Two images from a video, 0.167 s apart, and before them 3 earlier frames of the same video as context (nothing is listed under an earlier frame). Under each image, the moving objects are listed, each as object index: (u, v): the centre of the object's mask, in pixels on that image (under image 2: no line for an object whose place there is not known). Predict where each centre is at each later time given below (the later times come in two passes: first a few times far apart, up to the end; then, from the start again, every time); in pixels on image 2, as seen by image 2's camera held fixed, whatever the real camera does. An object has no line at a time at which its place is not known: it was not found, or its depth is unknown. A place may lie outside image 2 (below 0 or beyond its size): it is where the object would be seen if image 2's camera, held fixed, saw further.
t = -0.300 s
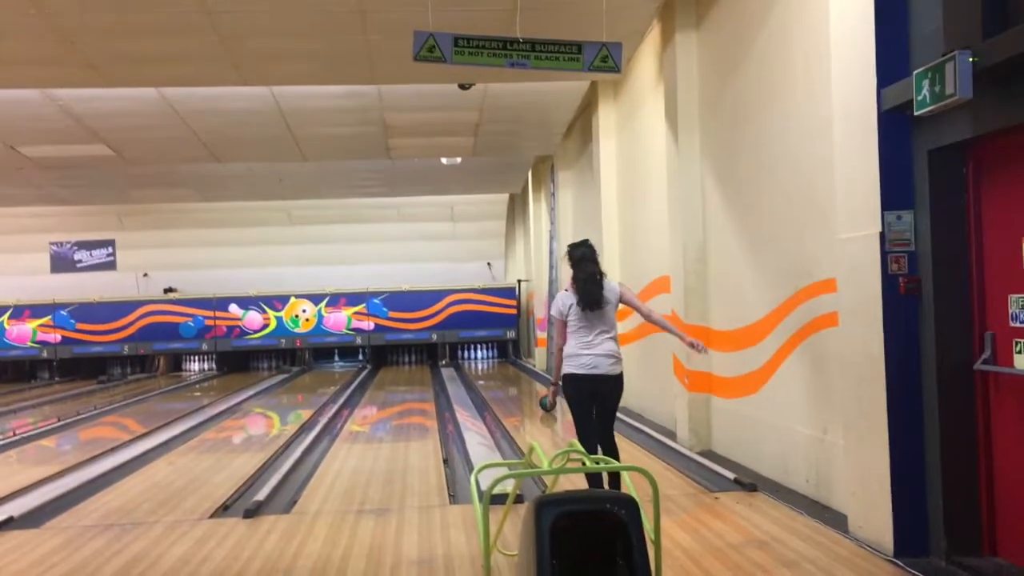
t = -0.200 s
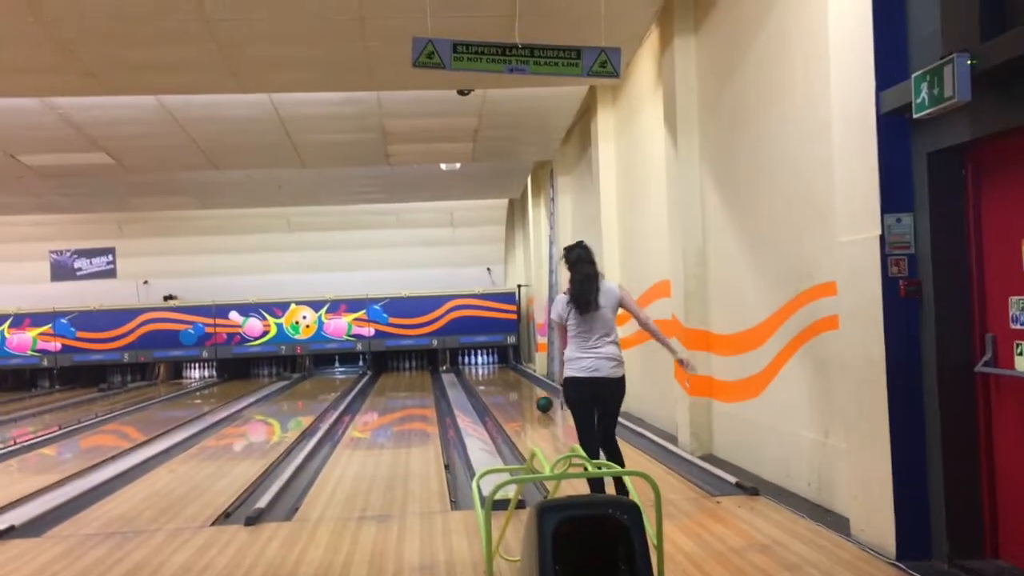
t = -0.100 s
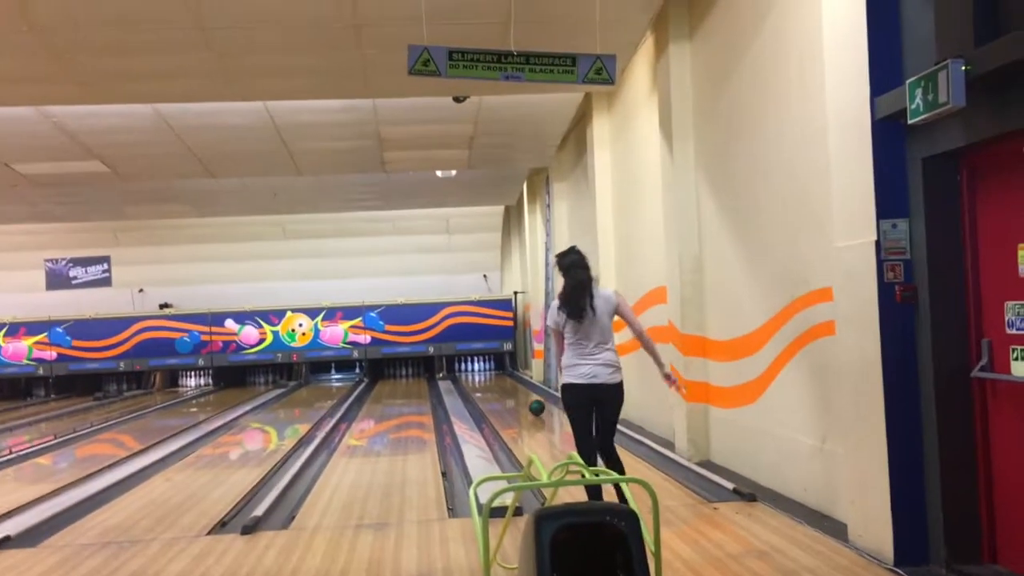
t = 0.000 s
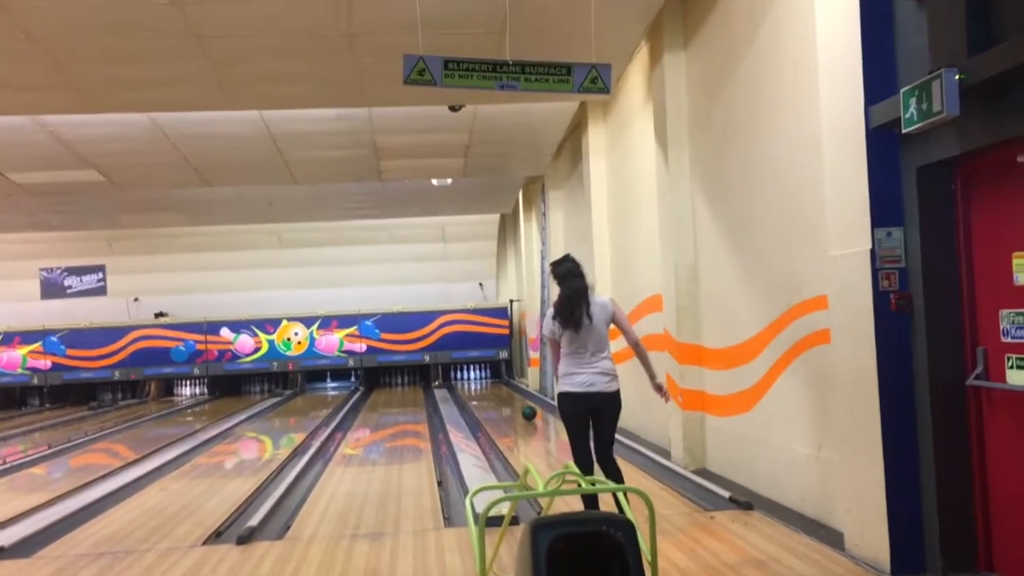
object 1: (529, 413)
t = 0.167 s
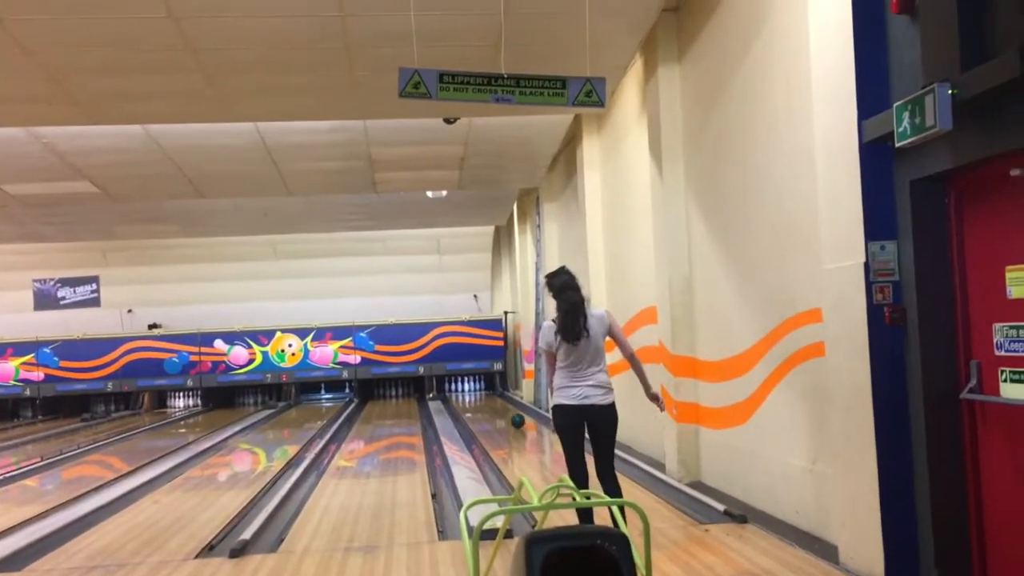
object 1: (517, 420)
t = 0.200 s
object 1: (515, 418)
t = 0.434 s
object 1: (509, 414)
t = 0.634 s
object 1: (504, 411)
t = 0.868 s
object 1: (498, 407)
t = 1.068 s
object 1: (493, 405)
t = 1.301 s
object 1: (488, 401)
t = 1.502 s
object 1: (484, 400)
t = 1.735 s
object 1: (479, 397)
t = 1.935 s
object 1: (477, 396)
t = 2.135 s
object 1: (473, 393)
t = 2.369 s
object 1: (470, 391)
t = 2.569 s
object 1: (467, 390)
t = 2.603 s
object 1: (466, 390)
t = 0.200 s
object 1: (515, 418)
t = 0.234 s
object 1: (514, 417)
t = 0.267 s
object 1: (514, 417)
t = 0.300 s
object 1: (513, 416)
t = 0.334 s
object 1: (512, 416)
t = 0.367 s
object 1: (511, 415)
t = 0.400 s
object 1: (509, 414)
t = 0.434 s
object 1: (509, 414)
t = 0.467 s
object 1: (508, 413)
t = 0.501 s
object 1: (507, 413)
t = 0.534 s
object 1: (506, 412)
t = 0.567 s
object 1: (505, 412)
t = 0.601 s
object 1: (504, 411)
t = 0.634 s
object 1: (504, 411)
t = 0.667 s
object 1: (503, 410)
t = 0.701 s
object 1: (502, 409)
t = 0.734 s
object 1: (500, 409)
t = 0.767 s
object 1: (500, 409)
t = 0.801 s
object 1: (499, 408)
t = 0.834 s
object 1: (499, 408)
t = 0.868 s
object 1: (498, 407)
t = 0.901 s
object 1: (496, 406)
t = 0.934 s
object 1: (496, 406)
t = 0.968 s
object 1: (495, 406)
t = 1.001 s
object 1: (495, 405)
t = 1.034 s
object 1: (494, 405)
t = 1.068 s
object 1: (493, 405)
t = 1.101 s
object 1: (492, 404)
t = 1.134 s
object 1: (492, 404)
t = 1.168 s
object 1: (491, 403)
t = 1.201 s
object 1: (491, 403)
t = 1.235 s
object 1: (490, 403)
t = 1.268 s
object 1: (489, 403)
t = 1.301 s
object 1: (488, 401)
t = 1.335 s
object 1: (487, 401)
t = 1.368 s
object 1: (486, 401)
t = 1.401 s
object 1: (486, 401)
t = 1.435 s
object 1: (486, 401)
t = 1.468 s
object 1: (484, 400)
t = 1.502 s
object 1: (484, 400)
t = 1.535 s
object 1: (484, 400)
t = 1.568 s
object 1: (483, 399)
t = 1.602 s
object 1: (482, 399)
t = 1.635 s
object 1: (481, 398)
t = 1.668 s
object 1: (481, 398)
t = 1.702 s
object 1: (479, 397)
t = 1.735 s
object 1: (479, 397)
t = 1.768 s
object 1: (478, 397)
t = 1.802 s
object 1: (479, 396)
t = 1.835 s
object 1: (478, 396)
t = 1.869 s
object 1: (477, 396)
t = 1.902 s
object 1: (477, 396)
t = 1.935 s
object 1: (477, 396)
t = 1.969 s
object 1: (476, 395)
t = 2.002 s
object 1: (475, 395)
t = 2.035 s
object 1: (475, 395)
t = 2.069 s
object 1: (474, 395)
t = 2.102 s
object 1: (474, 394)
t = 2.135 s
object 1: (473, 393)
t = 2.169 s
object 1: (472, 393)
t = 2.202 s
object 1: (472, 393)
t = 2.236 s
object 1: (471, 393)
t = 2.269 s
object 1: (471, 392)
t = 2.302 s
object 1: (471, 392)
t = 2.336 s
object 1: (470, 392)
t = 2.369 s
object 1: (470, 391)
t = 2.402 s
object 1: (469, 391)
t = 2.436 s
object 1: (468, 391)
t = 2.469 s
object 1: (468, 391)
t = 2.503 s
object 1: (468, 391)
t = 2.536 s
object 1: (467, 390)
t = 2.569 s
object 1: (467, 390)
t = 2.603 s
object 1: (466, 390)
